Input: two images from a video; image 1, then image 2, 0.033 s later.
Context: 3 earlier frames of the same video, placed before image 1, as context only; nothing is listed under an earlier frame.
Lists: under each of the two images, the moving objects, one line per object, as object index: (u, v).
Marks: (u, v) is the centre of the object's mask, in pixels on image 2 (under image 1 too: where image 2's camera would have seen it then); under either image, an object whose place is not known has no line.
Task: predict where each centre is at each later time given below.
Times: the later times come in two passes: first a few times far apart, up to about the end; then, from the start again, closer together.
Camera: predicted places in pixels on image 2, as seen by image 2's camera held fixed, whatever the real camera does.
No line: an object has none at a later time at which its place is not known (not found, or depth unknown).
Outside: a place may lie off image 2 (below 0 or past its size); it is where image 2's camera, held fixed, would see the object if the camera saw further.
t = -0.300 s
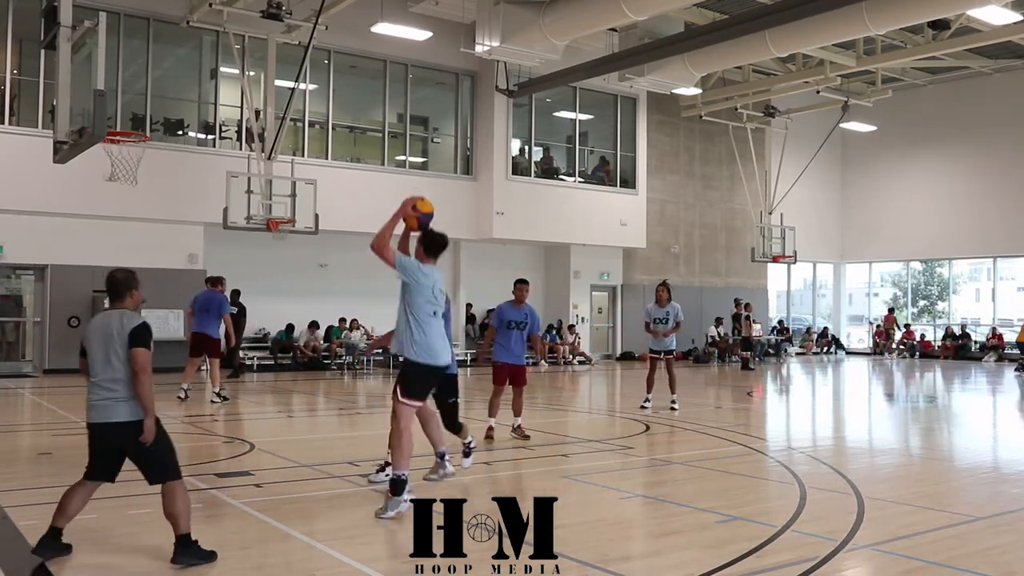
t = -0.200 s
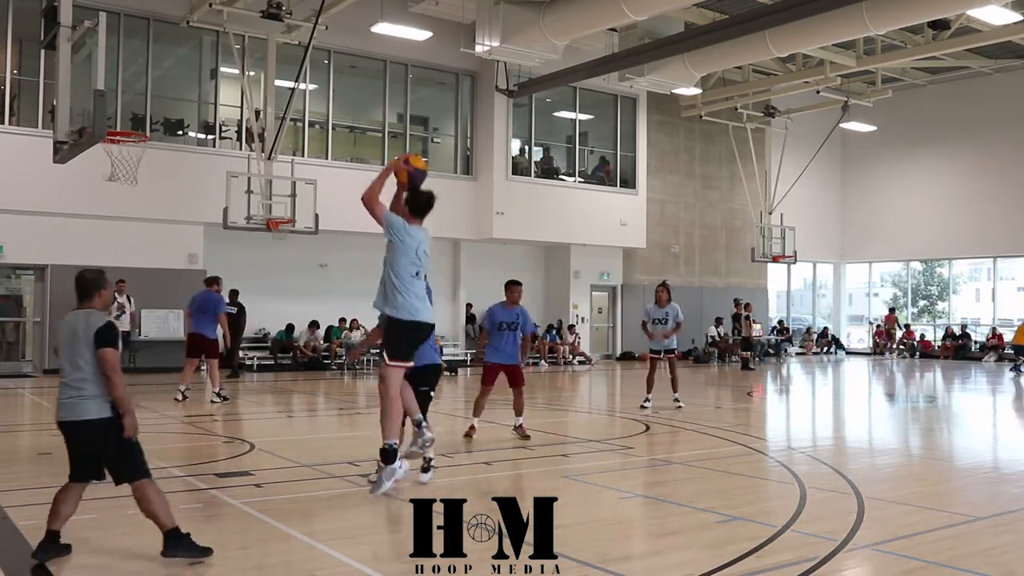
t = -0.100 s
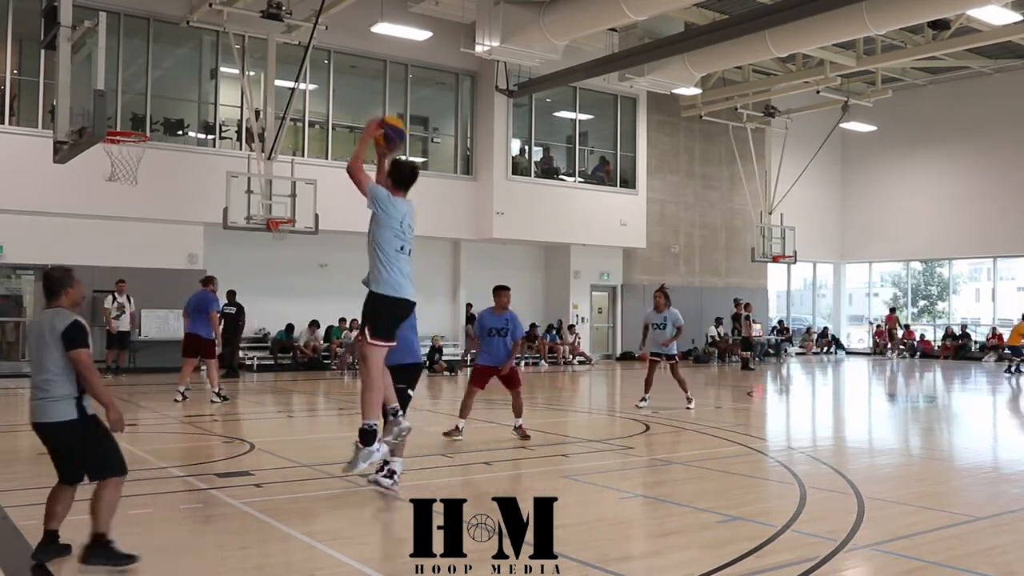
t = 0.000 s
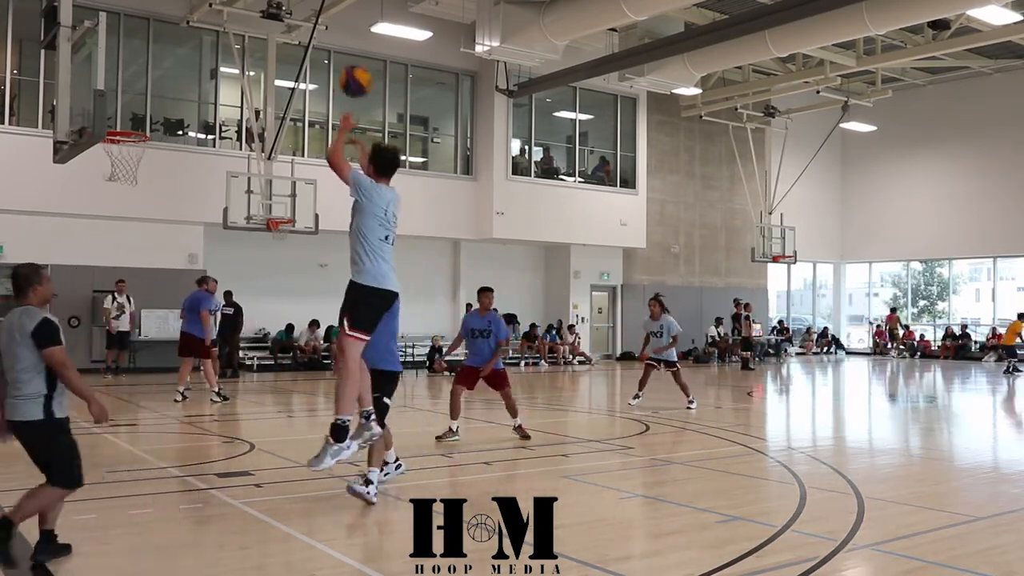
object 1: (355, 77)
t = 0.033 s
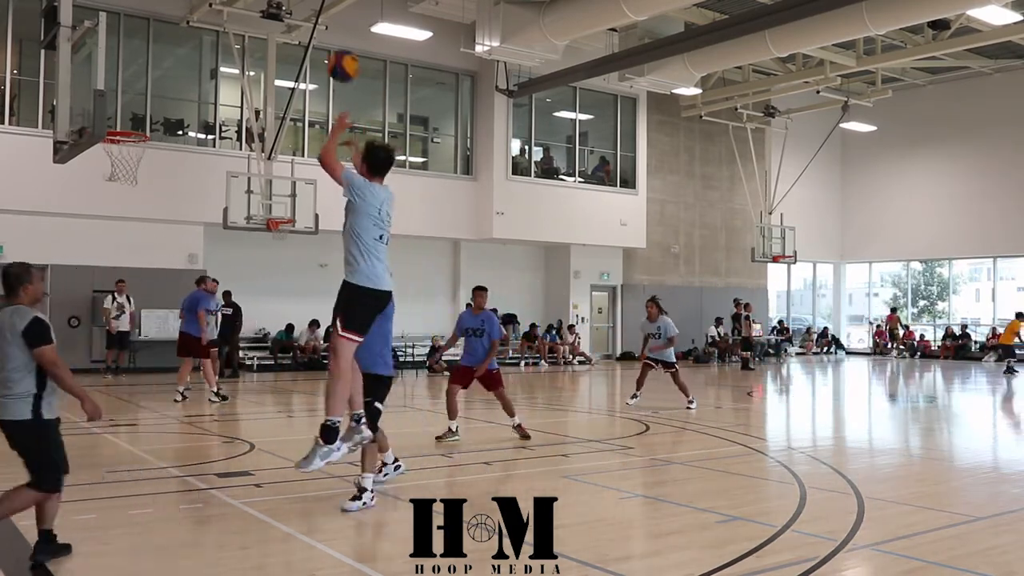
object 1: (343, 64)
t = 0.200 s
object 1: (290, 17)
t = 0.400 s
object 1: (232, 9)
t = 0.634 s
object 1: (175, 47)
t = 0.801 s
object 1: (139, 112)
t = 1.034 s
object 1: (109, 161)
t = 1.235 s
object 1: (98, 192)
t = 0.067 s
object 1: (333, 52)
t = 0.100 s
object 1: (320, 43)
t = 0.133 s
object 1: (310, 32)
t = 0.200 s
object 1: (290, 17)
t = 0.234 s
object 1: (276, 4)
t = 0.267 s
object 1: (267, 5)
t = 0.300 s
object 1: (259, 4)
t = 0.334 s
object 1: (252, 5)
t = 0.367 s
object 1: (242, 7)
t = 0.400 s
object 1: (232, 9)
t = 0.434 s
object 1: (223, 12)
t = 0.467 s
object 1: (213, 18)
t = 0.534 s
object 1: (193, 30)
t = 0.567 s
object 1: (185, 34)
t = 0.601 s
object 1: (184, 36)
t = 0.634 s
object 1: (175, 47)
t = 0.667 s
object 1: (168, 59)
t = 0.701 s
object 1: (161, 72)
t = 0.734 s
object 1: (154, 86)
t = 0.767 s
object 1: (145, 101)
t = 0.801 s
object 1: (139, 112)
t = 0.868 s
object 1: (126, 144)
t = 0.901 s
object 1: (118, 152)
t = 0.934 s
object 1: (115, 159)
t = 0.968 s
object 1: (112, 160)
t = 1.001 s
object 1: (111, 160)
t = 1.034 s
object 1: (109, 161)
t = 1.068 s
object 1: (107, 164)
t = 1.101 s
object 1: (106, 167)
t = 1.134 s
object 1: (104, 172)
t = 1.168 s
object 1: (102, 177)
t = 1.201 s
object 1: (100, 184)
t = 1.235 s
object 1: (98, 192)
